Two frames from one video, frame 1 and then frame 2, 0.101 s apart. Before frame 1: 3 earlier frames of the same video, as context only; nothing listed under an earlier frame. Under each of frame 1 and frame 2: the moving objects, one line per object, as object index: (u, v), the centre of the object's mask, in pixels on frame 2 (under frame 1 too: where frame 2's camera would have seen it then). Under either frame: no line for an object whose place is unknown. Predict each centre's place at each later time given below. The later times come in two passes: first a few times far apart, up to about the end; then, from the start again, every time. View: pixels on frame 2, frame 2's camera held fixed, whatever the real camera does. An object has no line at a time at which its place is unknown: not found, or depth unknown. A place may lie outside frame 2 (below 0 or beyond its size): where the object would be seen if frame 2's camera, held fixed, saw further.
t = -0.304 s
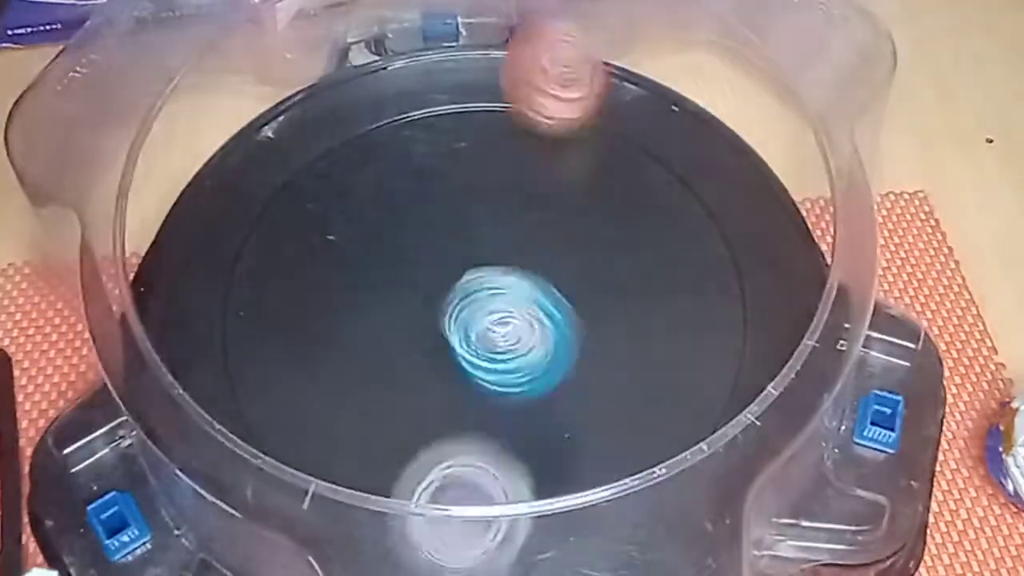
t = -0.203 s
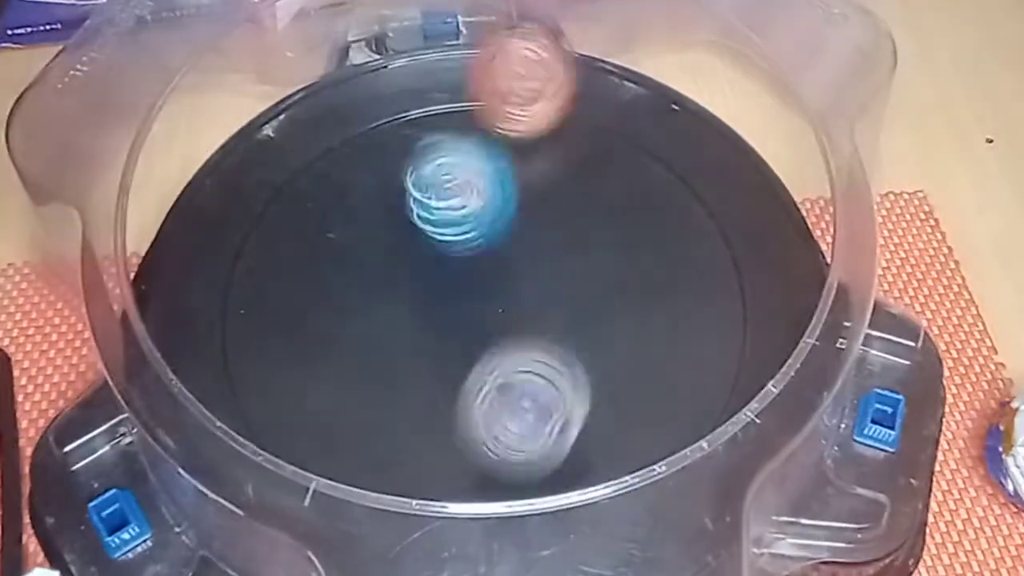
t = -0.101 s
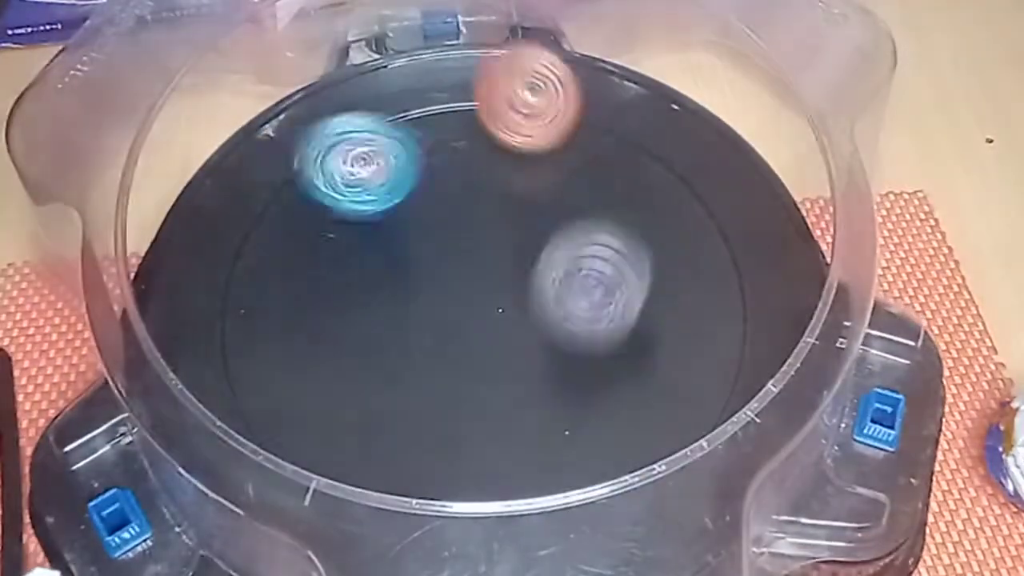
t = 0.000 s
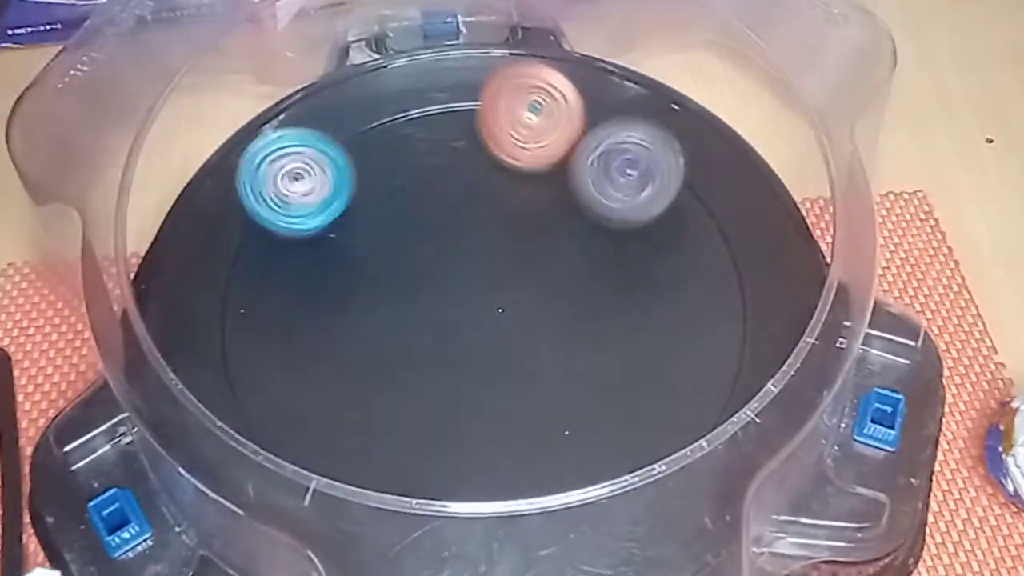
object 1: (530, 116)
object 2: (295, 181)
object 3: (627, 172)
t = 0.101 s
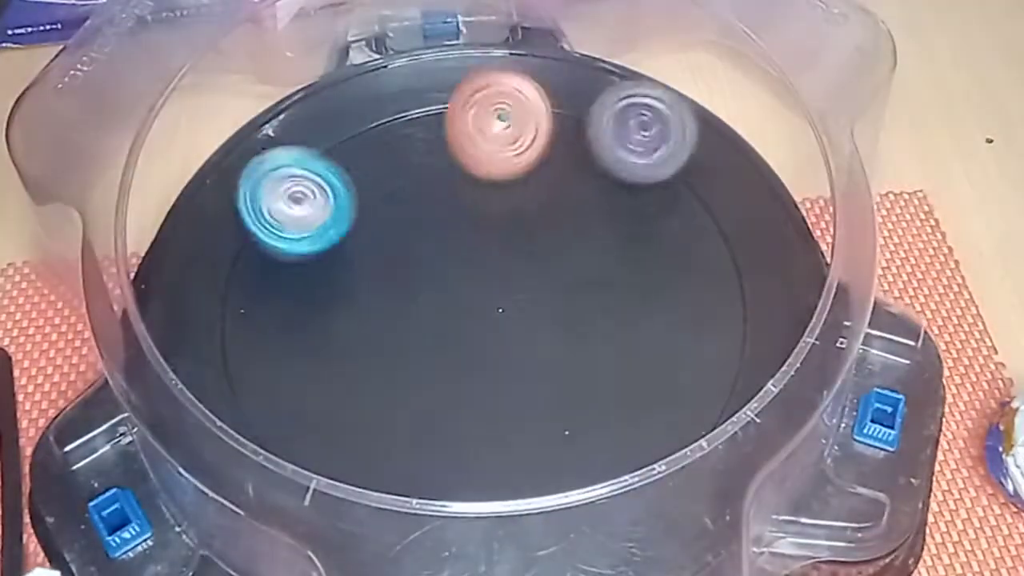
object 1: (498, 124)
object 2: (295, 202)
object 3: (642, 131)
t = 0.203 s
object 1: (475, 160)
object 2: (321, 220)
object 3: (595, 155)
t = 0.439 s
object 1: (437, 194)
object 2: (255, 357)
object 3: (670, 322)
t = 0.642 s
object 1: (462, 256)
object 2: (384, 413)
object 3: (645, 413)
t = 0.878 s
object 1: (569, 324)
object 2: (316, 403)
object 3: (705, 308)
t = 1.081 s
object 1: (598, 378)
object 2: (378, 363)
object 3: (704, 188)
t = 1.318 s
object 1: (532, 496)
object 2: (530, 277)
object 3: (637, 76)
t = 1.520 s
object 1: (504, 394)
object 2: (626, 211)
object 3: (561, 133)
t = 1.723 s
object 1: (447, 270)
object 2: (690, 333)
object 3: (282, 173)
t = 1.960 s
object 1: (385, 208)
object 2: (518, 335)
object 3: (364, 469)
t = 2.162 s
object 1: (341, 166)
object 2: (443, 327)
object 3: (688, 390)
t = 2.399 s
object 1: (400, 175)
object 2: (431, 379)
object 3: (619, 117)
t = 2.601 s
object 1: (544, 269)
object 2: (438, 386)
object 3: (316, 145)
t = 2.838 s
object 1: (620, 325)
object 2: (481, 347)
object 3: (355, 462)
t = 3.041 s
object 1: (605, 315)
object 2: (431, 277)
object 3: (708, 369)
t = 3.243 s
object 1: (561, 262)
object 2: (386, 209)
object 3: (614, 117)
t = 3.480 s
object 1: (556, 221)
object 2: (316, 345)
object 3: (354, 84)
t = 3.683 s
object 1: (565, 213)
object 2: (333, 475)
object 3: (317, 104)
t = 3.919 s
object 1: (531, 268)
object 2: (503, 369)
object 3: (413, 219)
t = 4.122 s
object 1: (671, 300)
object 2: (603, 412)
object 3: (390, 219)
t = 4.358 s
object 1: (620, 315)
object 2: (541, 400)
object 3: (459, 266)
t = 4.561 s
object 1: (627, 323)
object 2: (414, 326)
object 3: (465, 230)
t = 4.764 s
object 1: (567, 296)
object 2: (380, 287)
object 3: (448, 192)
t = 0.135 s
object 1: (490, 133)
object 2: (303, 207)
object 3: (627, 137)
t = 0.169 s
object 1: (481, 145)
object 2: (312, 213)
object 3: (613, 143)
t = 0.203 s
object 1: (475, 160)
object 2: (321, 220)
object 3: (595, 155)
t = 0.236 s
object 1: (458, 173)
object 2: (332, 228)
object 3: (589, 169)
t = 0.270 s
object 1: (441, 186)
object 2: (335, 244)
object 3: (591, 184)
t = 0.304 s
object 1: (451, 190)
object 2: (306, 270)
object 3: (589, 201)
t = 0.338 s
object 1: (466, 198)
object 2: (288, 294)
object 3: (586, 219)
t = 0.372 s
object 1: (464, 197)
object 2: (269, 318)
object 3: (606, 252)
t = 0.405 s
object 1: (450, 193)
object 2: (260, 339)
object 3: (641, 289)
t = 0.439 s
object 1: (437, 194)
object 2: (255, 357)
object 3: (670, 322)
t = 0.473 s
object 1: (430, 197)
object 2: (266, 372)
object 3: (696, 353)
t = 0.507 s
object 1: (428, 204)
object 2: (284, 385)
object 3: (713, 374)
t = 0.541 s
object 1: (431, 216)
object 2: (305, 396)
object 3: (711, 395)
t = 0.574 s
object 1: (439, 228)
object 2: (331, 402)
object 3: (693, 408)
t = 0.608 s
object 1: (450, 242)
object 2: (358, 408)
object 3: (674, 412)
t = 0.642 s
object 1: (462, 256)
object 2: (384, 413)
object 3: (645, 413)
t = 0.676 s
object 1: (474, 268)
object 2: (413, 416)
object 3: (619, 417)
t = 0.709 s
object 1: (490, 281)
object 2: (440, 417)
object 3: (590, 415)
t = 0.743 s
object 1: (505, 292)
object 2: (437, 418)
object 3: (590, 401)
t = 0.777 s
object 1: (520, 301)
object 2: (394, 418)
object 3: (627, 377)
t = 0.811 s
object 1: (538, 310)
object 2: (360, 414)
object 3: (659, 353)
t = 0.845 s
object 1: (553, 317)
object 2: (333, 410)
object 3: (684, 330)
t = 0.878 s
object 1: (569, 324)
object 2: (316, 403)
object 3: (705, 308)
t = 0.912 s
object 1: (584, 330)
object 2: (307, 396)
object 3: (723, 288)
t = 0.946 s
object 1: (600, 334)
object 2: (309, 387)
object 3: (728, 271)
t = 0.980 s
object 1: (614, 337)
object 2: (319, 379)
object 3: (721, 258)
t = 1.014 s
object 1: (626, 337)
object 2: (333, 373)
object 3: (707, 246)
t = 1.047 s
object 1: (622, 352)
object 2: (352, 369)
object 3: (703, 223)
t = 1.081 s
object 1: (598, 378)
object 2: (378, 363)
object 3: (704, 188)
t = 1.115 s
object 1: (574, 400)
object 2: (407, 359)
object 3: (697, 159)
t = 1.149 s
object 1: (551, 418)
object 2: (437, 355)
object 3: (689, 134)
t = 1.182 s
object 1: (534, 434)
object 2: (461, 343)
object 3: (680, 114)
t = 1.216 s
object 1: (530, 450)
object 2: (478, 323)
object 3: (669, 99)
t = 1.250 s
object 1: (531, 479)
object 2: (493, 306)
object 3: (659, 88)
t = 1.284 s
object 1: (532, 492)
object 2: (512, 290)
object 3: (648, 77)
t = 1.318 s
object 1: (532, 496)
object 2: (530, 277)
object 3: (637, 76)
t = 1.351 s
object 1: (529, 487)
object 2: (548, 266)
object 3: (625, 76)
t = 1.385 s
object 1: (526, 472)
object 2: (567, 254)
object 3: (614, 80)
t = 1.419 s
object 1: (521, 449)
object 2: (582, 242)
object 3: (602, 89)
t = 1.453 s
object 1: (517, 437)
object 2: (597, 231)
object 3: (592, 100)
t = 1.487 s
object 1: (511, 416)
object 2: (611, 219)
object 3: (579, 115)
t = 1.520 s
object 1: (504, 394)
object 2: (626, 211)
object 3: (561, 133)
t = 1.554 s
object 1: (496, 371)
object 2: (663, 227)
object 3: (516, 128)
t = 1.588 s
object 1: (487, 349)
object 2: (701, 251)
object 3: (459, 121)
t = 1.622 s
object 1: (477, 327)
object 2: (725, 270)
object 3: (404, 120)
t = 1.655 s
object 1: (468, 307)
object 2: (725, 294)
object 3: (349, 127)
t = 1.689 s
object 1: (457, 288)
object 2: (711, 316)
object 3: (315, 142)
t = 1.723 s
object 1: (447, 270)
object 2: (690, 333)
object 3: (282, 173)
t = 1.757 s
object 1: (437, 255)
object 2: (666, 346)
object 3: (256, 211)
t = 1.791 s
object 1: (427, 241)
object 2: (640, 353)
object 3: (240, 255)
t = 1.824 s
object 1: (419, 230)
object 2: (614, 358)
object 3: (237, 305)
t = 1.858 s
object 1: (410, 221)
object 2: (589, 355)
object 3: (247, 353)
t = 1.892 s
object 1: (401, 215)
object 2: (562, 351)
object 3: (273, 392)
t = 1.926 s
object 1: (393, 210)
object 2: (541, 343)
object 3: (311, 438)
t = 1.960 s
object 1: (385, 208)
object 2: (518, 335)
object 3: (364, 469)
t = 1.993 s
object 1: (380, 208)
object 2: (494, 323)
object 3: (420, 490)
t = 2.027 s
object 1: (375, 209)
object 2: (473, 313)
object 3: (484, 493)
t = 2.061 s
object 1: (372, 210)
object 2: (451, 302)
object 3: (550, 484)
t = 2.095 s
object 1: (369, 210)
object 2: (437, 298)
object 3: (608, 463)
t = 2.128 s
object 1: (355, 188)
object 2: (437, 311)
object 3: (646, 422)
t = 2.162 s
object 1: (341, 166)
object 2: (443, 327)
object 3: (688, 390)
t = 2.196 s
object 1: (334, 151)
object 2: (446, 338)
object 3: (718, 352)
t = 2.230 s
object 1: (333, 142)
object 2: (449, 348)
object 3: (734, 310)
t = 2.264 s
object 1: (338, 140)
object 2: (447, 355)
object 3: (733, 261)
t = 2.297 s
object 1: (348, 142)
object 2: (444, 361)
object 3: (719, 218)
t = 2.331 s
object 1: (362, 151)
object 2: (438, 367)
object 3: (694, 177)
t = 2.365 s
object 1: (379, 161)
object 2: (435, 375)
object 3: (660, 143)
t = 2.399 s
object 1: (400, 175)
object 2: (431, 379)
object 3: (619, 117)
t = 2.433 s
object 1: (421, 190)
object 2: (430, 383)
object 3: (573, 100)
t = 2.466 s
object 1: (445, 206)
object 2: (428, 386)
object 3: (527, 90)
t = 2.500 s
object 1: (467, 222)
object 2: (430, 389)
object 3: (473, 90)
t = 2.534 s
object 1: (491, 239)
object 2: (431, 389)
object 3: (415, 99)
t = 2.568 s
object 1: (517, 257)
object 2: (434, 389)
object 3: (357, 119)
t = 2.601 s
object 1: (544, 269)
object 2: (438, 386)
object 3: (316, 145)
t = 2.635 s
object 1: (566, 283)
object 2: (444, 383)
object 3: (278, 183)
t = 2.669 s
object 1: (589, 294)
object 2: (450, 379)
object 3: (250, 226)
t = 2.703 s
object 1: (604, 297)
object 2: (456, 374)
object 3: (237, 275)
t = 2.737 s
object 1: (618, 306)
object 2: (463, 368)
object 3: (239, 333)
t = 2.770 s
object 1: (627, 322)
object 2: (470, 362)
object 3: (258, 376)
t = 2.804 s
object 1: (625, 320)
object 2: (476, 354)
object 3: (301, 416)
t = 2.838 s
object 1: (620, 325)
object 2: (481, 347)
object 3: (355, 462)
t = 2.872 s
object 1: (611, 337)
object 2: (485, 338)
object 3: (417, 489)
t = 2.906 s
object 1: (606, 330)
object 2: (482, 329)
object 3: (492, 493)
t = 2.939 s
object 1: (612, 334)
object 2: (470, 317)
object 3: (553, 460)
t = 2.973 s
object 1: (614, 329)
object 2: (454, 304)
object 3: (609, 441)
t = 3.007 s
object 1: (610, 320)
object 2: (442, 290)
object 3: (669, 411)
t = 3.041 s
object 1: (605, 315)
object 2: (431, 277)
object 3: (708, 369)
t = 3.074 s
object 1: (600, 310)
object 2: (421, 263)
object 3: (727, 326)
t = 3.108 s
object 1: (592, 298)
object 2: (410, 250)
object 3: (731, 273)
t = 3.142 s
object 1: (584, 288)
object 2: (402, 238)
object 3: (718, 225)
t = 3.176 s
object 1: (577, 280)
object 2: (395, 227)
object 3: (695, 184)
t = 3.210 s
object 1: (569, 270)
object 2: (390, 216)
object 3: (658, 146)
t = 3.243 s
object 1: (561, 262)
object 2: (386, 209)
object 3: (614, 117)
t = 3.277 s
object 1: (557, 254)
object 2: (384, 202)
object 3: (568, 98)
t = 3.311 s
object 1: (553, 247)
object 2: (383, 198)
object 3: (521, 92)
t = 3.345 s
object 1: (549, 241)
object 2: (385, 193)
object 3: (463, 92)
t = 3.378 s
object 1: (549, 234)
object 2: (381, 206)
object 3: (408, 100)
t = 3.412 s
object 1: (550, 229)
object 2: (359, 250)
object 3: (383, 88)
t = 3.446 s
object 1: (553, 225)
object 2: (336, 299)
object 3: (369, 85)
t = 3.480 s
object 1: (556, 221)
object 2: (316, 345)
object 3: (354, 84)
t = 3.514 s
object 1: (559, 218)
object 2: (301, 387)
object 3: (339, 83)
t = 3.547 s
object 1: (563, 214)
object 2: (287, 425)
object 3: (326, 82)
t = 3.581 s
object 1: (566, 212)
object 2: (280, 455)
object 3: (319, 85)
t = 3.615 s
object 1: (567, 211)
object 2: (285, 478)
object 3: (315, 91)
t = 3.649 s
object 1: (567, 211)
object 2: (303, 480)
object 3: (314, 97)
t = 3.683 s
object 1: (565, 213)
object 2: (333, 475)
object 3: (317, 104)
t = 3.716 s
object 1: (561, 219)
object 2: (357, 463)
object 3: (322, 112)
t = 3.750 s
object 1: (555, 224)
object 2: (388, 446)
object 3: (328, 122)
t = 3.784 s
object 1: (550, 232)
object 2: (412, 440)
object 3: (336, 138)
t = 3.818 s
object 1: (546, 240)
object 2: (436, 419)
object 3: (350, 157)
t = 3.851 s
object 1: (539, 251)
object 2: (458, 400)
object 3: (368, 177)
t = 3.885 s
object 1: (533, 262)
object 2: (481, 382)
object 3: (389, 199)
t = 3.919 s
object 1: (531, 268)
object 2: (503, 369)
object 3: (413, 219)
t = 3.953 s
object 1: (564, 268)
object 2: (522, 381)
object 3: (410, 219)
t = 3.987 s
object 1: (604, 273)
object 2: (540, 392)
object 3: (398, 214)
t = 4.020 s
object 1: (633, 281)
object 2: (560, 399)
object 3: (392, 213)
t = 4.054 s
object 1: (654, 287)
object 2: (578, 405)
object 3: (389, 213)
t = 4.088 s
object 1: (666, 294)
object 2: (591, 408)
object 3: (389, 216)
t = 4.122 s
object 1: (671, 300)
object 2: (603, 412)
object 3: (390, 219)
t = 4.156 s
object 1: (671, 304)
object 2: (606, 410)
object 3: (392, 224)
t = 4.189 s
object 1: (666, 309)
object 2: (604, 407)
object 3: (398, 230)
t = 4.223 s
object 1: (661, 310)
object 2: (596, 405)
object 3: (406, 238)
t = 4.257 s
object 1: (654, 310)
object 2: (580, 406)
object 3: (415, 246)
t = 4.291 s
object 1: (646, 311)
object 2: (565, 404)
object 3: (429, 255)
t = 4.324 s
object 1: (634, 313)
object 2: (553, 403)
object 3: (443, 261)
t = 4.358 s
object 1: (620, 315)
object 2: (541, 400)
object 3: (459, 266)
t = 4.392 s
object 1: (609, 309)
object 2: (517, 399)
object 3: (476, 270)
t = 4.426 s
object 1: (609, 307)
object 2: (491, 394)
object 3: (488, 269)
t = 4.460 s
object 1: (622, 313)
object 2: (464, 381)
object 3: (479, 257)
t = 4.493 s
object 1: (630, 319)
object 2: (442, 364)
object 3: (473, 247)
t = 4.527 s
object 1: (635, 321)
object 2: (426, 346)
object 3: (467, 238)
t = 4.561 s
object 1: (627, 323)
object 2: (414, 326)
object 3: (465, 230)
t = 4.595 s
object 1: (618, 319)
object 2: (399, 318)
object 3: (463, 218)
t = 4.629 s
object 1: (607, 316)
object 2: (390, 313)
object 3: (461, 207)
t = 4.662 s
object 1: (595, 312)
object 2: (385, 305)
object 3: (459, 200)
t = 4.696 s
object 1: (585, 307)
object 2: (382, 298)
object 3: (456, 196)
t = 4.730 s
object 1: (578, 302)
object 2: (382, 292)
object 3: (452, 191)
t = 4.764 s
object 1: (567, 296)
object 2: (380, 287)
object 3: (448, 192)
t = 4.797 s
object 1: (560, 291)
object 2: (381, 282)
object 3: (446, 191)
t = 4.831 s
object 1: (552, 286)
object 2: (377, 280)
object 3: (449, 192)
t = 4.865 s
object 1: (544, 280)
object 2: (369, 287)
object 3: (458, 189)
